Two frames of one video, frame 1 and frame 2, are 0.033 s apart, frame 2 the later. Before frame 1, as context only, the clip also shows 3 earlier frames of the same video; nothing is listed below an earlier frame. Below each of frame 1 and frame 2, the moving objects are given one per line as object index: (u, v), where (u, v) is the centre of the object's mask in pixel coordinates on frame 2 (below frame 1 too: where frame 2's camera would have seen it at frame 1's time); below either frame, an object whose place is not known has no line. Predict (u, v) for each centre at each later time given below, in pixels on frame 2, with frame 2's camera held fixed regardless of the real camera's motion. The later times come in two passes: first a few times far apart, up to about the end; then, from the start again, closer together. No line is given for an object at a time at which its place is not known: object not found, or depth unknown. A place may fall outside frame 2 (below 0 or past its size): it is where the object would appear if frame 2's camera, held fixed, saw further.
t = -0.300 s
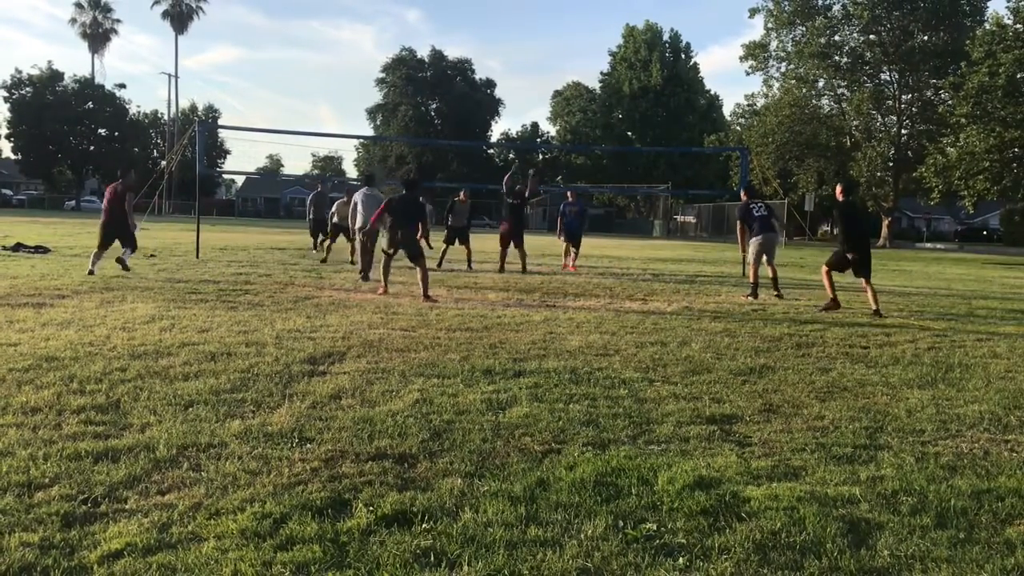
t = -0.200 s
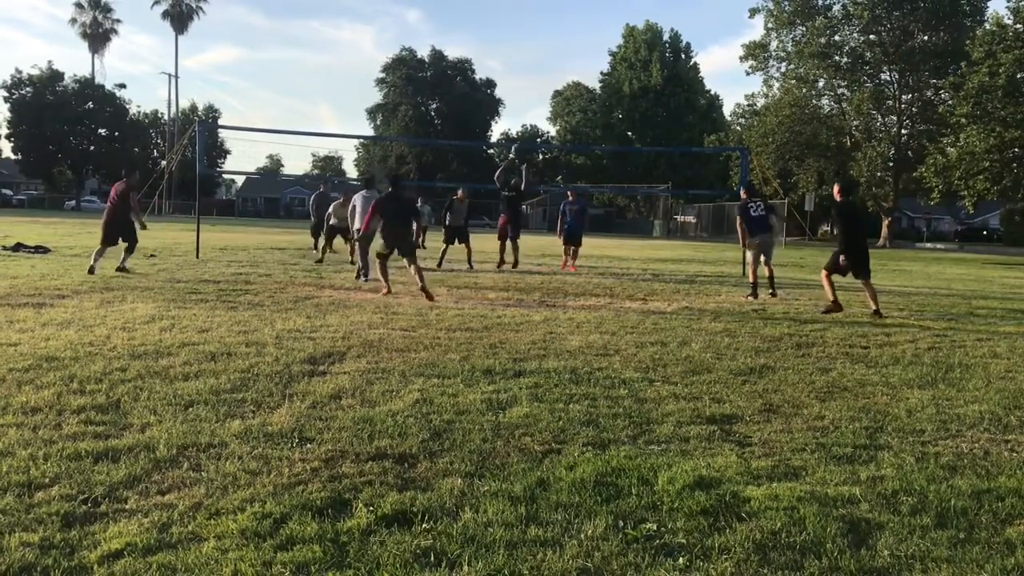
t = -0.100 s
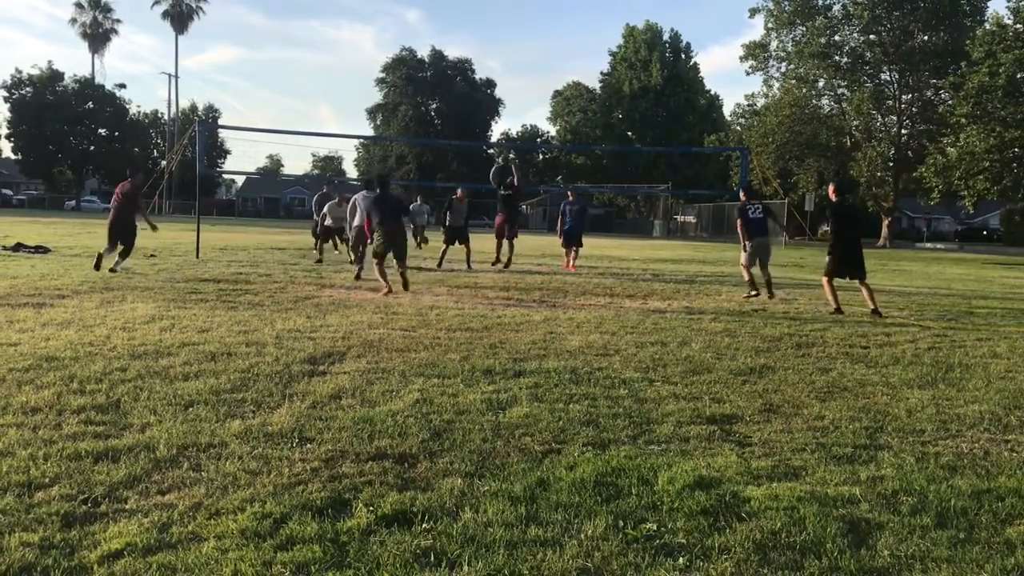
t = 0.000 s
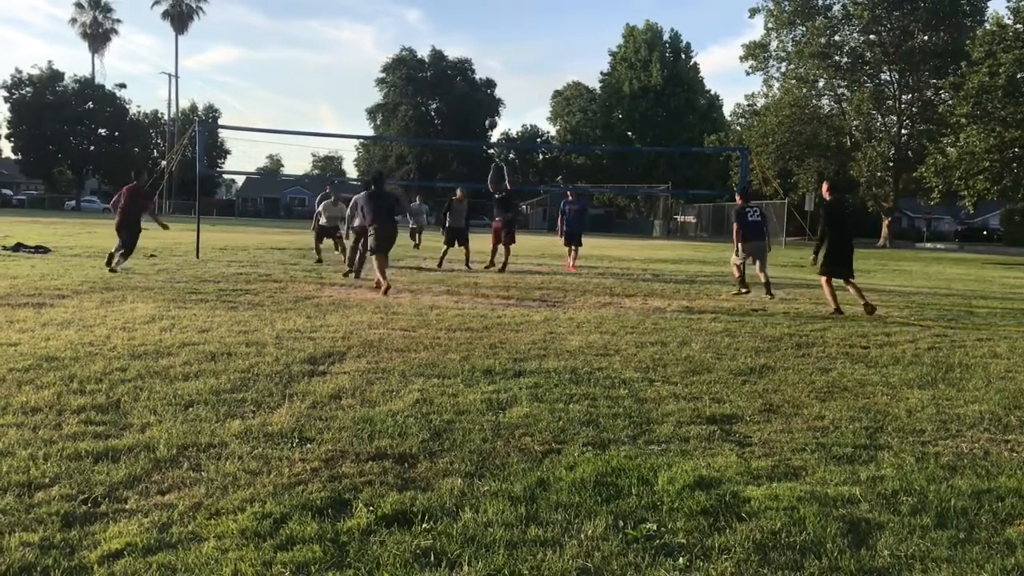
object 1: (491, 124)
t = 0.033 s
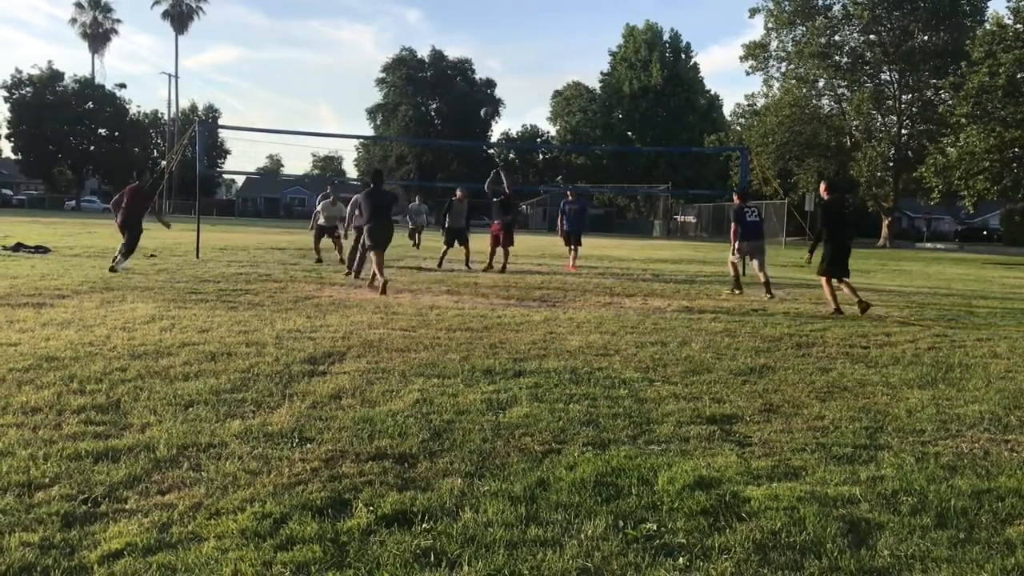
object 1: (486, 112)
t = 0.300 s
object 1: (450, 50)
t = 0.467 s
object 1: (426, 31)
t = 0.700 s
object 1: (394, 32)
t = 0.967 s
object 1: (357, 71)
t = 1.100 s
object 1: (340, 105)
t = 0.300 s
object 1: (450, 50)
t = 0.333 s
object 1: (445, 45)
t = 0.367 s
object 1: (440, 40)
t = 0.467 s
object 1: (426, 31)
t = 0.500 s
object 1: (421, 29)
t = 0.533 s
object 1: (417, 28)
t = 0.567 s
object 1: (412, 28)
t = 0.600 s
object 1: (407, 28)
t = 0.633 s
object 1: (403, 29)
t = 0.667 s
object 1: (398, 30)
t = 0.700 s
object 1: (394, 32)
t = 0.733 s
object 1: (389, 35)
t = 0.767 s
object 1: (385, 38)
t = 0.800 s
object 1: (380, 43)
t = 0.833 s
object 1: (375, 47)
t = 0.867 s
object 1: (371, 52)
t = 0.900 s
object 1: (366, 58)
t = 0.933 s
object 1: (362, 64)
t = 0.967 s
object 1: (357, 71)
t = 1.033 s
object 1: (349, 87)
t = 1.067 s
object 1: (345, 96)
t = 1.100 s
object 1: (340, 105)
